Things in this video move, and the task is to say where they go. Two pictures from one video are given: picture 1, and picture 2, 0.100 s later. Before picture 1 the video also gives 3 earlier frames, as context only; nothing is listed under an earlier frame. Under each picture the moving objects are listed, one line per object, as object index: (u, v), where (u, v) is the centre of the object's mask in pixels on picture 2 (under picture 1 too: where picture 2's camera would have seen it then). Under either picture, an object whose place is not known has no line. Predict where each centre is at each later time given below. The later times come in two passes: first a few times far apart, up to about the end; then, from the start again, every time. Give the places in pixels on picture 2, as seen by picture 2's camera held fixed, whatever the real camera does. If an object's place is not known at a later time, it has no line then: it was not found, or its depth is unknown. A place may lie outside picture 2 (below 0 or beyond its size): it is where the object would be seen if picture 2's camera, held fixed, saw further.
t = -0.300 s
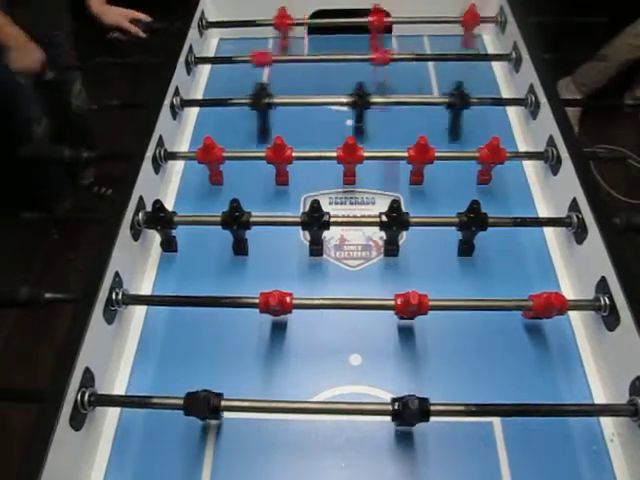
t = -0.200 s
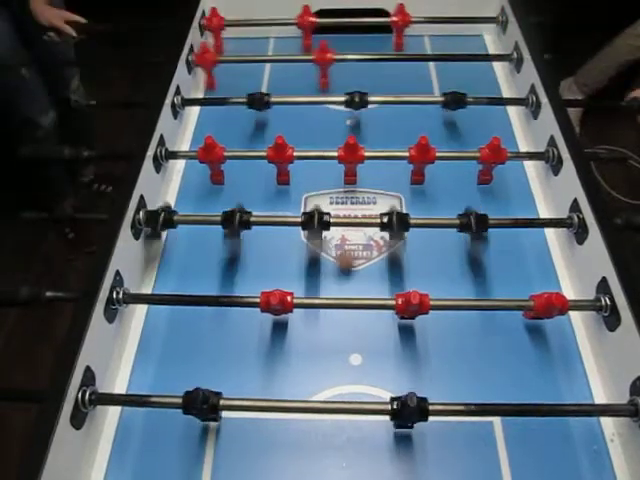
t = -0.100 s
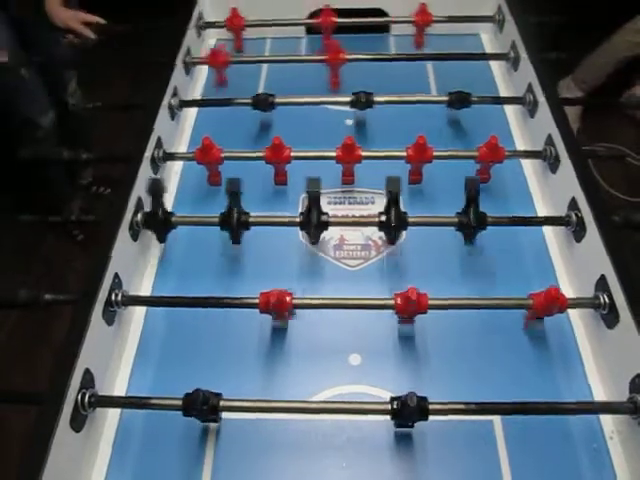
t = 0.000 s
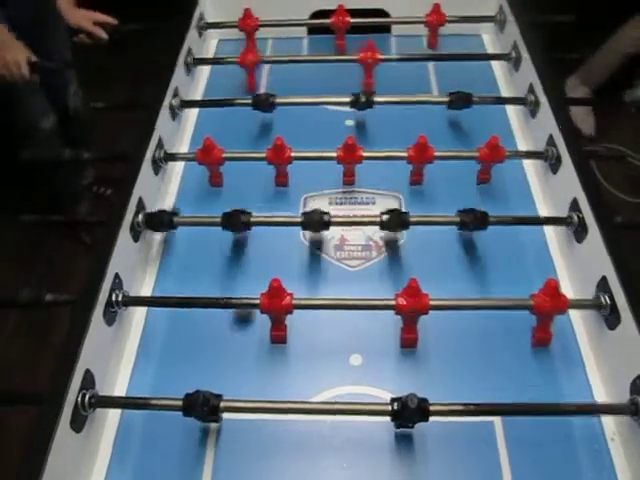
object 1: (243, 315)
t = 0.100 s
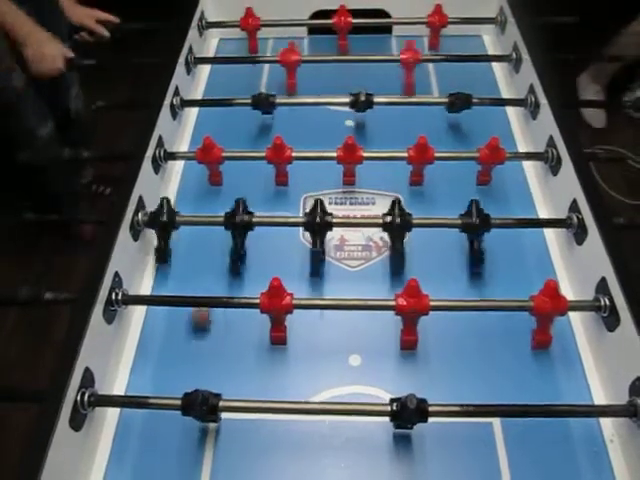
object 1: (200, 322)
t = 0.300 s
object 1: (150, 335)
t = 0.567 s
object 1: (178, 353)
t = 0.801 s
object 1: (199, 368)
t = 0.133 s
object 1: (185, 324)
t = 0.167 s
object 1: (171, 327)
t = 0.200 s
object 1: (157, 330)
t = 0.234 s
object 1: (143, 332)
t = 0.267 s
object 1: (140, 333)
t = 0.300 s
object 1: (150, 335)
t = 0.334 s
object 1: (155, 337)
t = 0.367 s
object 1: (159, 339)
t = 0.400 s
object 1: (163, 341)
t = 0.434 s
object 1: (166, 344)
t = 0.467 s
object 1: (169, 346)
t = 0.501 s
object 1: (172, 348)
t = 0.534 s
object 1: (175, 350)
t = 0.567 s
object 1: (178, 353)
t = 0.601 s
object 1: (181, 355)
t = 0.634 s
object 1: (184, 357)
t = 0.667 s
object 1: (187, 359)
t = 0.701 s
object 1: (190, 362)
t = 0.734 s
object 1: (193, 363)
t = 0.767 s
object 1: (196, 366)
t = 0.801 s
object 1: (199, 368)
